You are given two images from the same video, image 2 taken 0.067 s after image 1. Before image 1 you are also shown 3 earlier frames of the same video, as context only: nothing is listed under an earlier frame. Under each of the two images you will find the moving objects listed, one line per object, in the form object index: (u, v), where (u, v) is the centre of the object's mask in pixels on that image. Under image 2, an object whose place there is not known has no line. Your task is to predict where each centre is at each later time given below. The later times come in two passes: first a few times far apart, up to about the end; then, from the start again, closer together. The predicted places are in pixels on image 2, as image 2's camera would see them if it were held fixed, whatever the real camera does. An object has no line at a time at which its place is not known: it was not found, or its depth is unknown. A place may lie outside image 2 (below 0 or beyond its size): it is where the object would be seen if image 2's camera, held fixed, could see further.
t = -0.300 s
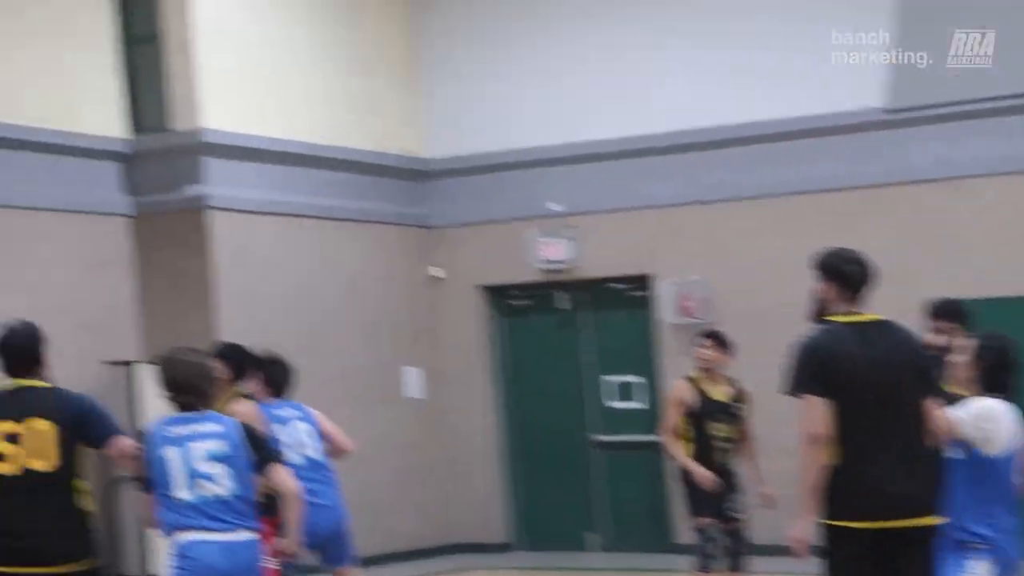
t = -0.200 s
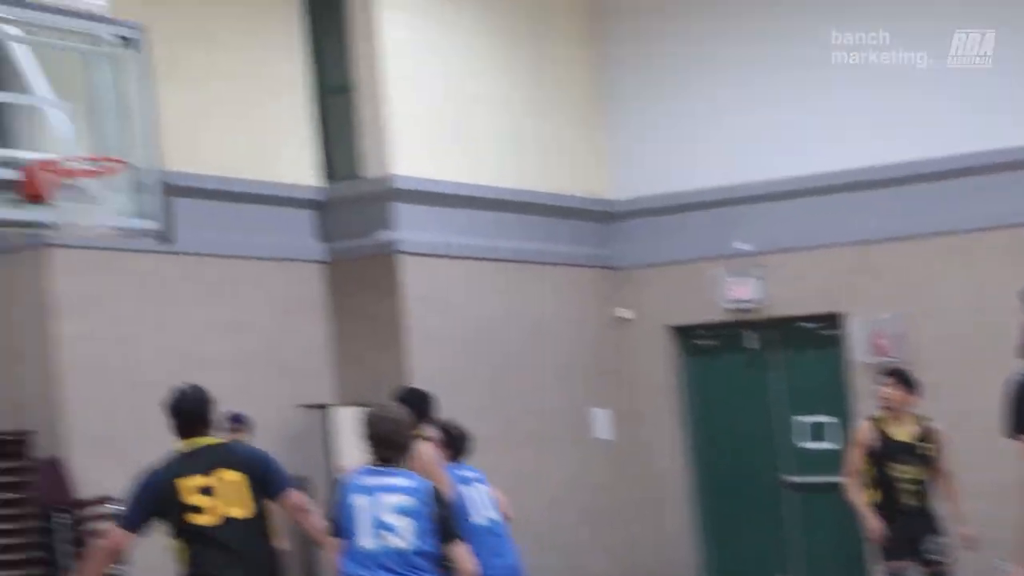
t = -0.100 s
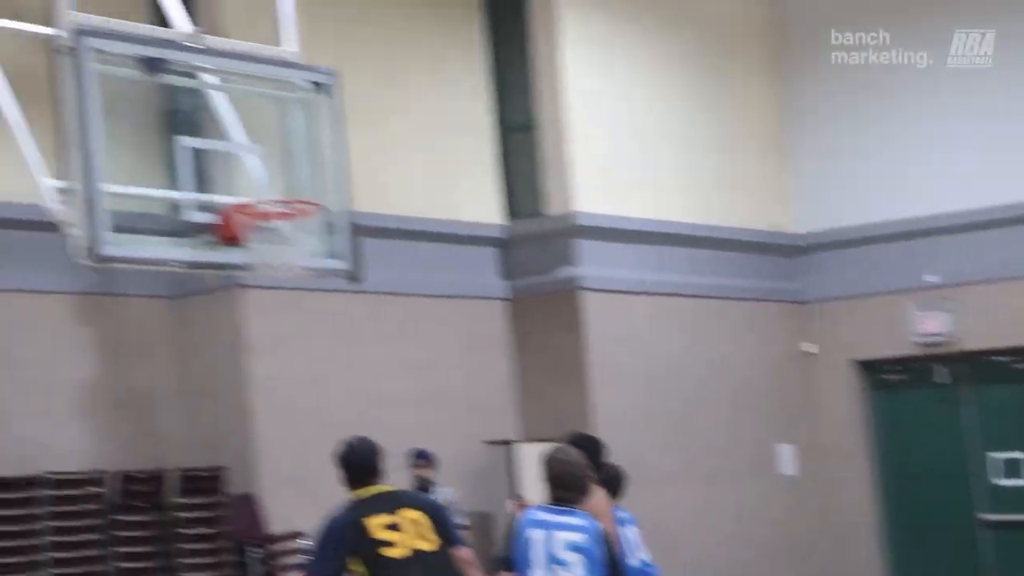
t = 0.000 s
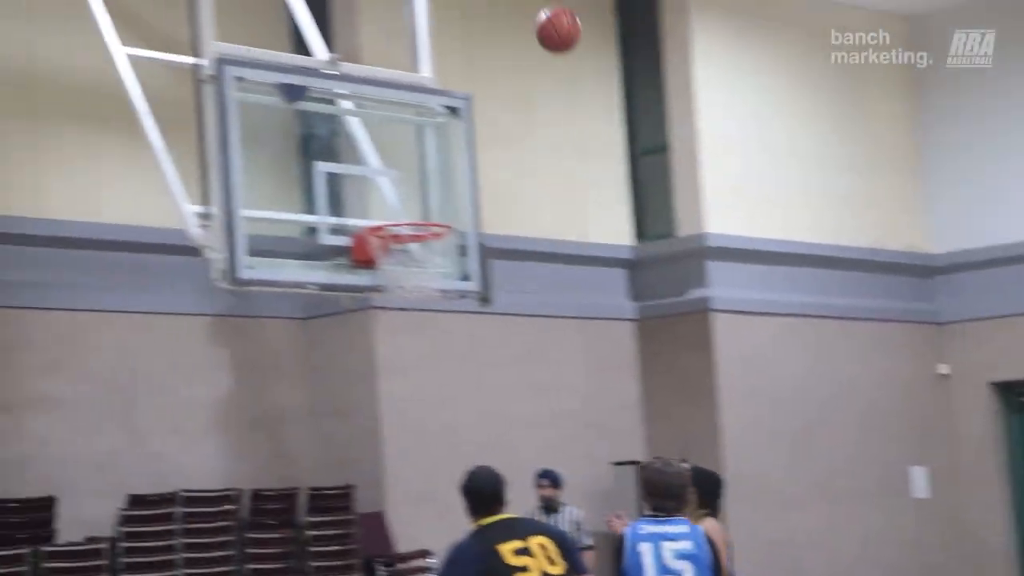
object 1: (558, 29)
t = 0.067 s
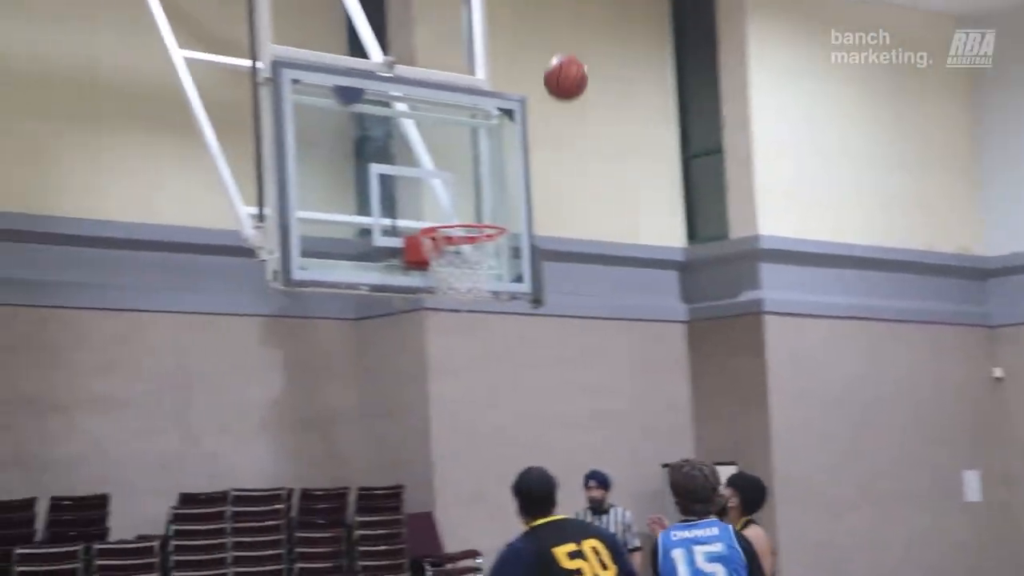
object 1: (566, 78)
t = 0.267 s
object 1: (448, 242)
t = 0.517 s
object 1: (461, 274)
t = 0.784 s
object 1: (411, 399)
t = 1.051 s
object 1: (365, 629)
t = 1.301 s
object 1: (323, 622)
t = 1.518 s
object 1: (301, 510)
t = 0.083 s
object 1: (554, 90)
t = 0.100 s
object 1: (542, 103)
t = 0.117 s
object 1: (530, 116)
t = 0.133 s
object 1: (518, 129)
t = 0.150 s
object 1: (507, 143)
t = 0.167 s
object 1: (496, 157)
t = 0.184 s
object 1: (484, 172)
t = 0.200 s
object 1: (473, 186)
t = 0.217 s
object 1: (462, 202)
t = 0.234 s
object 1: (450, 211)
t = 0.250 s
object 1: (441, 232)
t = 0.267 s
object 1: (448, 242)
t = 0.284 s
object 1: (461, 246)
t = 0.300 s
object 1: (469, 255)
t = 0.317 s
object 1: (479, 253)
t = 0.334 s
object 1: (485, 249)
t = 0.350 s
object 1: (488, 243)
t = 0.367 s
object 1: (490, 242)
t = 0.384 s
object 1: (489, 245)
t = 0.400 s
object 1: (488, 247)
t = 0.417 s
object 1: (485, 250)
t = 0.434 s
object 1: (482, 251)
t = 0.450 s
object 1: (477, 255)
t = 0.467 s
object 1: (471, 264)
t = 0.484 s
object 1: (475, 263)
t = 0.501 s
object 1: (465, 270)
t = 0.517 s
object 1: (461, 274)
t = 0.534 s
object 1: (456, 278)
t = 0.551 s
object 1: (454, 283)
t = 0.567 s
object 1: (448, 299)
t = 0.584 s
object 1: (446, 302)
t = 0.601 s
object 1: (444, 306)
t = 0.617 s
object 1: (440, 309)
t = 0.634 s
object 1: (437, 313)
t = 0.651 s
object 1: (434, 320)
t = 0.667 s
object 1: (432, 329)
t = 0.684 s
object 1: (429, 338)
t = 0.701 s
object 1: (426, 347)
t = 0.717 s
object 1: (423, 356)
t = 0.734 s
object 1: (420, 366)
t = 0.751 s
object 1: (417, 376)
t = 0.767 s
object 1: (414, 387)
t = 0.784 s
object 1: (411, 399)
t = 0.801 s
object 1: (409, 411)
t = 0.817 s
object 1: (406, 423)
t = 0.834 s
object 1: (404, 436)
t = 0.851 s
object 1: (401, 449)
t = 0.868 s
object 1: (398, 463)
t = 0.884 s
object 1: (394, 478)
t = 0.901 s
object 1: (391, 493)
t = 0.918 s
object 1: (386, 509)
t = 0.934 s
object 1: (382, 524)
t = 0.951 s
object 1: (378, 540)
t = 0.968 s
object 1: (378, 557)
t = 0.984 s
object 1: (375, 576)
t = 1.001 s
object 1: (373, 594)
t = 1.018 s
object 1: (365, 611)
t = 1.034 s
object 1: (368, 622)
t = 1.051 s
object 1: (365, 629)
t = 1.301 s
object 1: (323, 622)
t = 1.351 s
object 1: (313, 602)
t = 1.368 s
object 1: (314, 590)
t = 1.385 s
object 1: (312, 580)
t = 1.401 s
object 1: (311, 570)
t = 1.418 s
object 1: (311, 558)
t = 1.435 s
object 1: (309, 550)
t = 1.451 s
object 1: (308, 541)
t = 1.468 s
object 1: (305, 532)
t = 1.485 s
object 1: (304, 525)
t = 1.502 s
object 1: (302, 517)
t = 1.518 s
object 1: (301, 510)
